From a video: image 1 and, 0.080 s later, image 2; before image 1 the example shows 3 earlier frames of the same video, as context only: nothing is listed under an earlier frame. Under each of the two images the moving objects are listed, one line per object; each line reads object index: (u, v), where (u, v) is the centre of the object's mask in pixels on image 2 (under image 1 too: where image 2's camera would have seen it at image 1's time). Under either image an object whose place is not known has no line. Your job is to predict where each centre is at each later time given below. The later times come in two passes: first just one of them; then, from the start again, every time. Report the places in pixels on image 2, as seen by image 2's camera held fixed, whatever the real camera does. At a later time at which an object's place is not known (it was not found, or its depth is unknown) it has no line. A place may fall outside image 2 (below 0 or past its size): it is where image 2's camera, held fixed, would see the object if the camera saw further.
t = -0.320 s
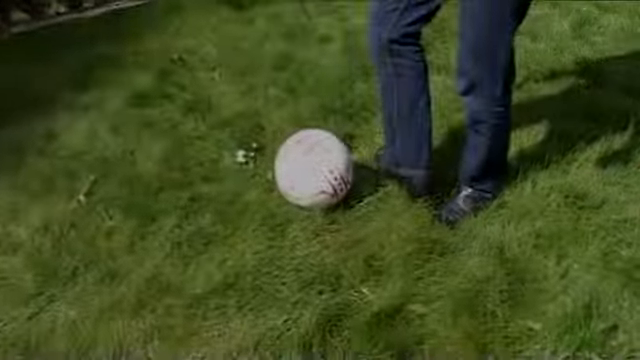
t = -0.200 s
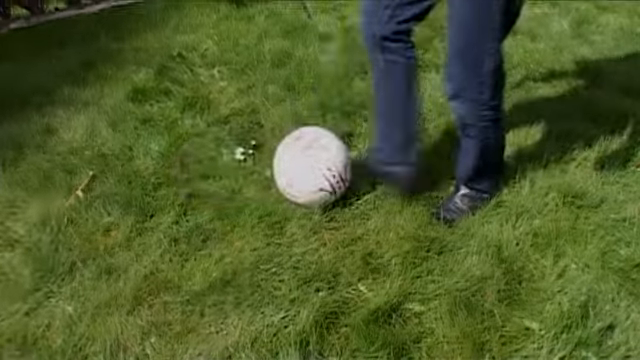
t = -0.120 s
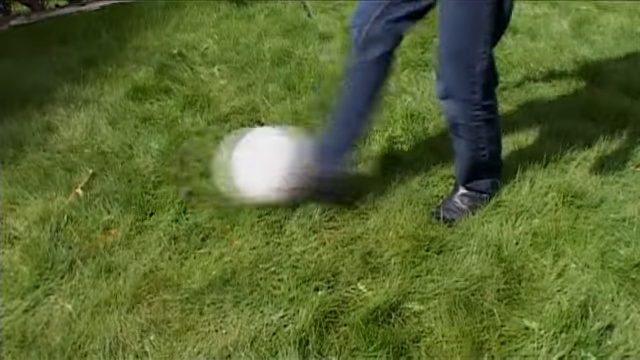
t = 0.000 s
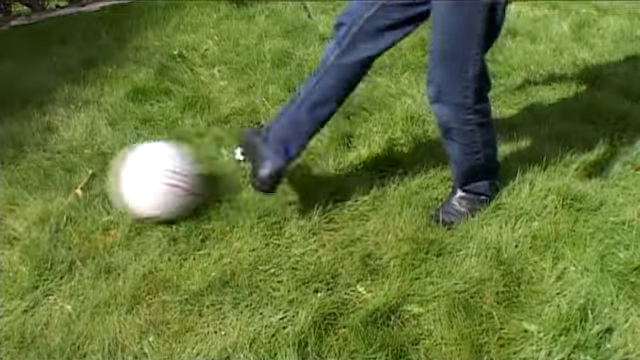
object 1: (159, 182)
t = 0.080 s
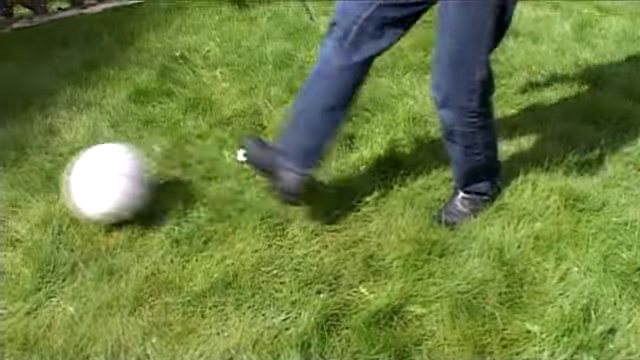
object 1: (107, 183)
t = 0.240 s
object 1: (27, 197)
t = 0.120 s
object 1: (86, 188)
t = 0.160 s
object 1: (66, 194)
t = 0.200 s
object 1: (46, 196)
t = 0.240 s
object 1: (27, 197)
